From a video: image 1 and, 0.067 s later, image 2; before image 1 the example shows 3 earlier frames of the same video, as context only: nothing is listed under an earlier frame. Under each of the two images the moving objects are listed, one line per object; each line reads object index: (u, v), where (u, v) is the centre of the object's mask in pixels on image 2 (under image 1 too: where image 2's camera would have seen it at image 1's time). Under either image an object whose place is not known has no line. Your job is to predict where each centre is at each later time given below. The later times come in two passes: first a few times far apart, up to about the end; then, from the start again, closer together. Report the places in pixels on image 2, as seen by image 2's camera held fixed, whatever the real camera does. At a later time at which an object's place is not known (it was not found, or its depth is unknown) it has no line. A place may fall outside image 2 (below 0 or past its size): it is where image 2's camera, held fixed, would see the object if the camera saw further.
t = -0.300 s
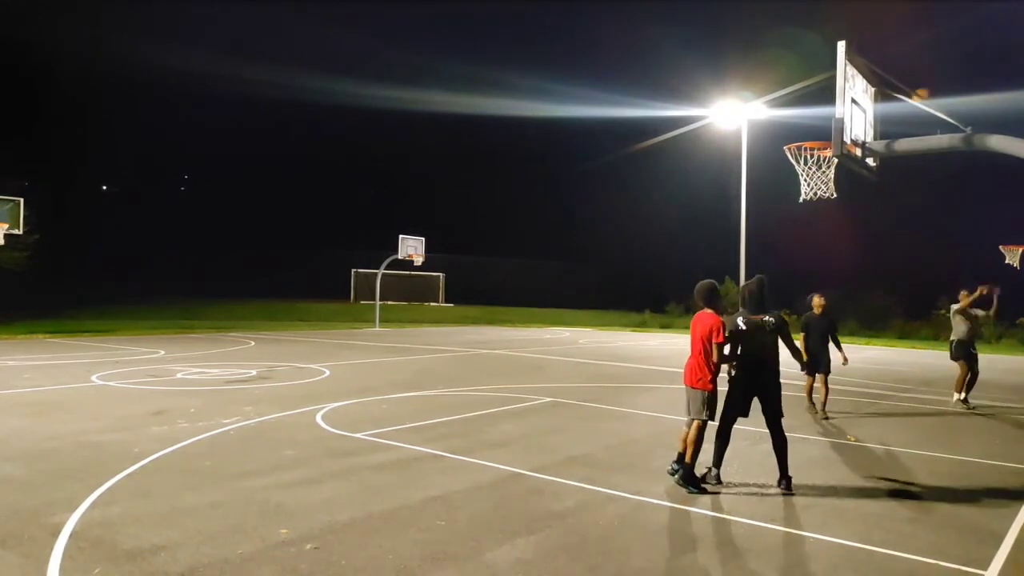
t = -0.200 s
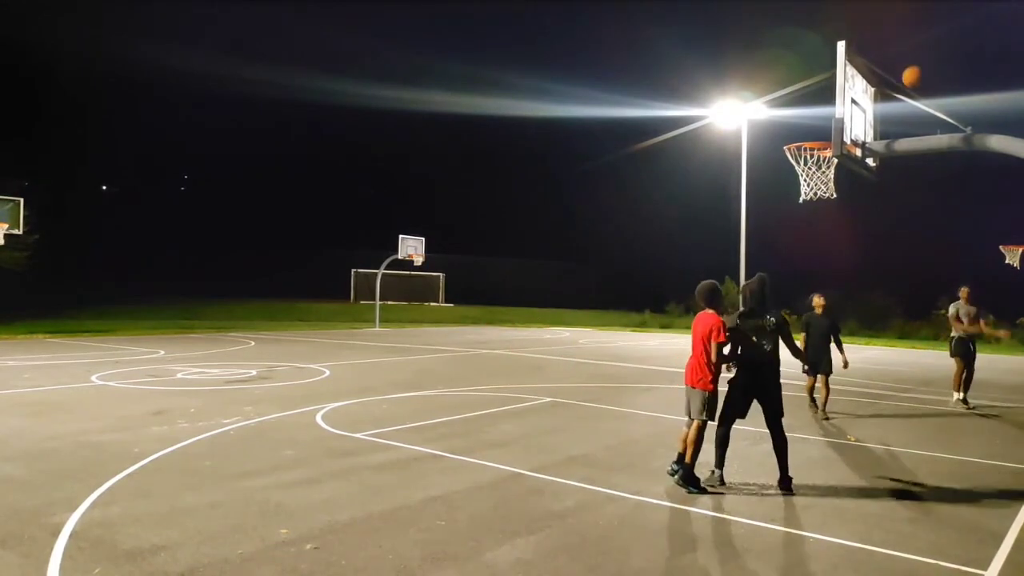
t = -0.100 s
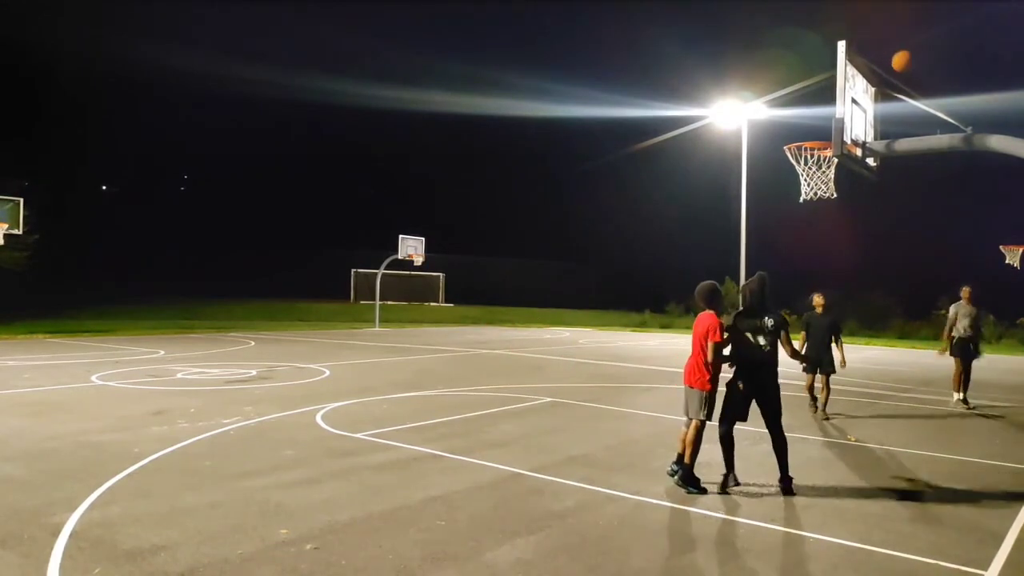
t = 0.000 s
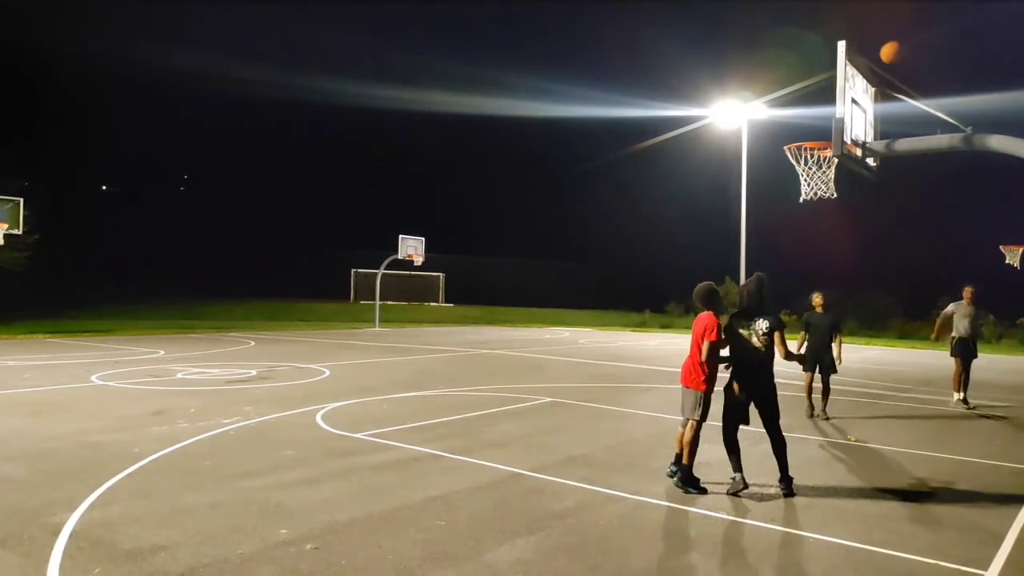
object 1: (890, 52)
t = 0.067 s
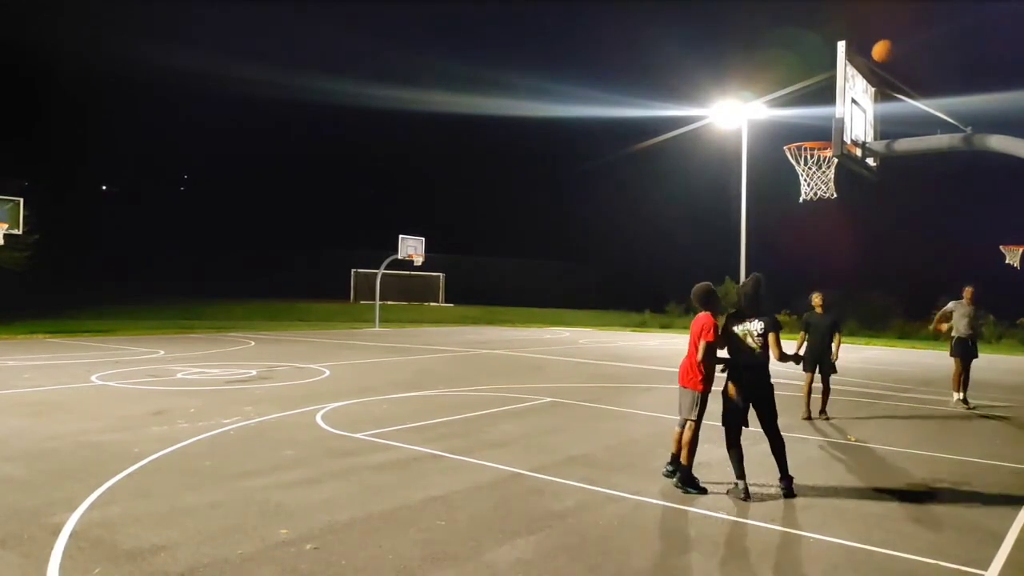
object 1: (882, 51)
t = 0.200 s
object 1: (867, 54)
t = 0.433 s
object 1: (825, 123)
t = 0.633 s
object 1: (804, 180)
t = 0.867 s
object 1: (788, 244)
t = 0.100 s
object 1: (877, 51)
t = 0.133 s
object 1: (873, 52)
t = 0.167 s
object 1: (870, 53)
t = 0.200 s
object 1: (867, 54)
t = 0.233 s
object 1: (864, 55)
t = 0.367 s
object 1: (832, 97)
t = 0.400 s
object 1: (829, 107)
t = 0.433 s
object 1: (825, 123)
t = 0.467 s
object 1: (821, 132)
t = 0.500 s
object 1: (817, 150)
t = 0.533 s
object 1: (814, 164)
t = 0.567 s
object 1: (810, 173)
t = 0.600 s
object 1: (807, 177)
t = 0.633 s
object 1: (804, 180)
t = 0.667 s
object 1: (802, 185)
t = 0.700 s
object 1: (800, 192)
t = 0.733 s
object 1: (797, 199)
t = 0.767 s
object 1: (794, 208)
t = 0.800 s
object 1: (792, 219)
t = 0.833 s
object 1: (791, 230)
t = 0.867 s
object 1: (788, 244)
